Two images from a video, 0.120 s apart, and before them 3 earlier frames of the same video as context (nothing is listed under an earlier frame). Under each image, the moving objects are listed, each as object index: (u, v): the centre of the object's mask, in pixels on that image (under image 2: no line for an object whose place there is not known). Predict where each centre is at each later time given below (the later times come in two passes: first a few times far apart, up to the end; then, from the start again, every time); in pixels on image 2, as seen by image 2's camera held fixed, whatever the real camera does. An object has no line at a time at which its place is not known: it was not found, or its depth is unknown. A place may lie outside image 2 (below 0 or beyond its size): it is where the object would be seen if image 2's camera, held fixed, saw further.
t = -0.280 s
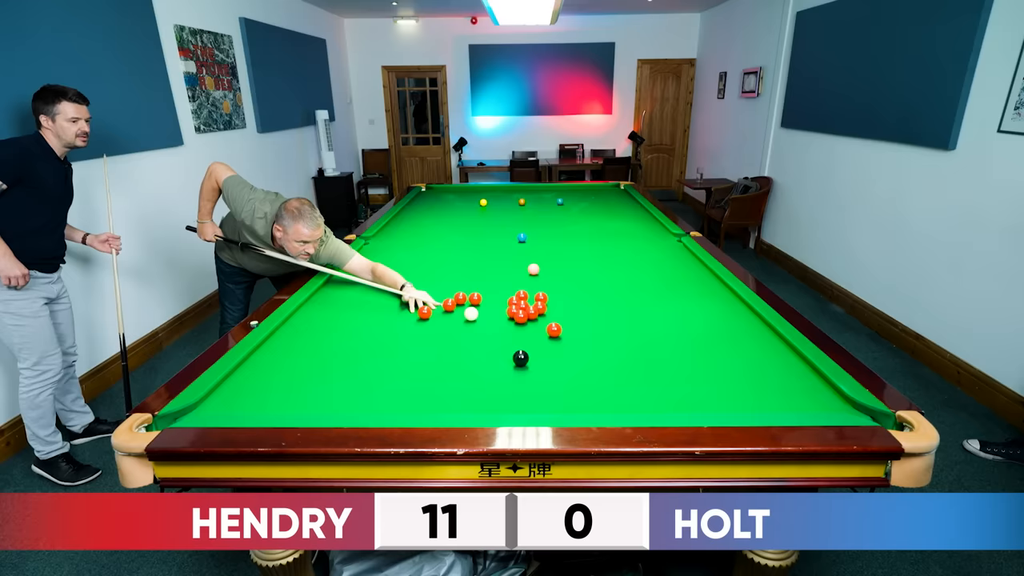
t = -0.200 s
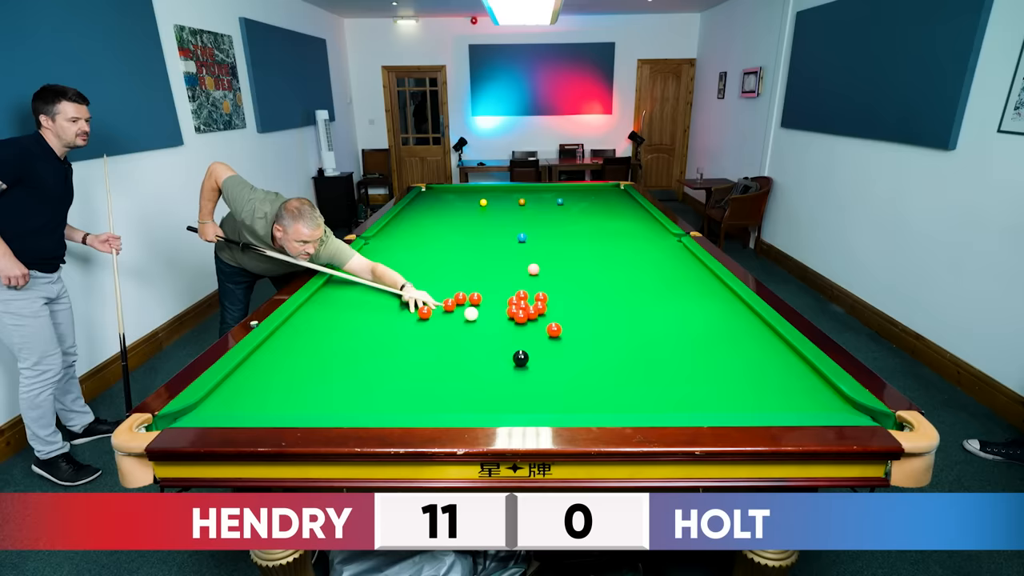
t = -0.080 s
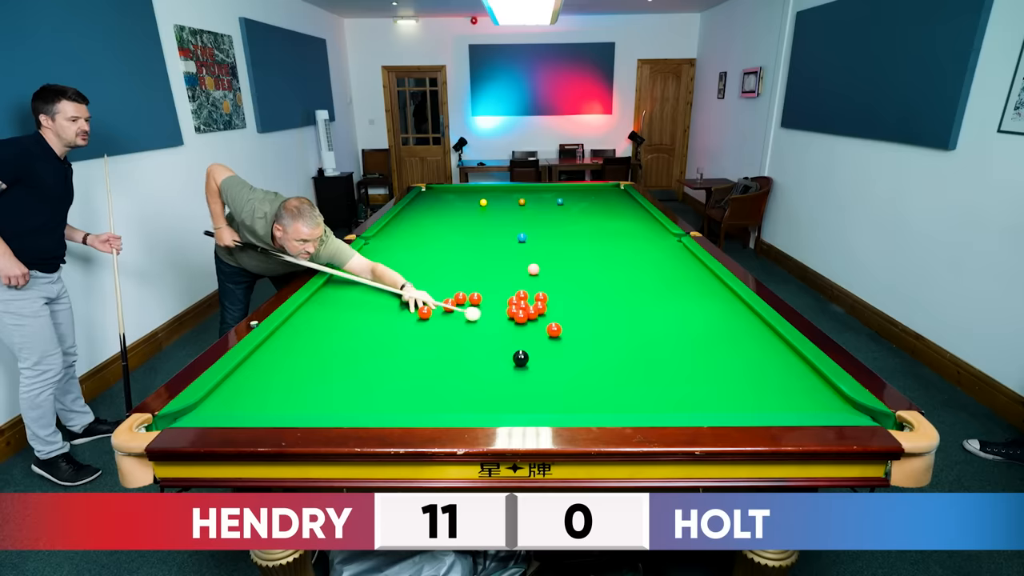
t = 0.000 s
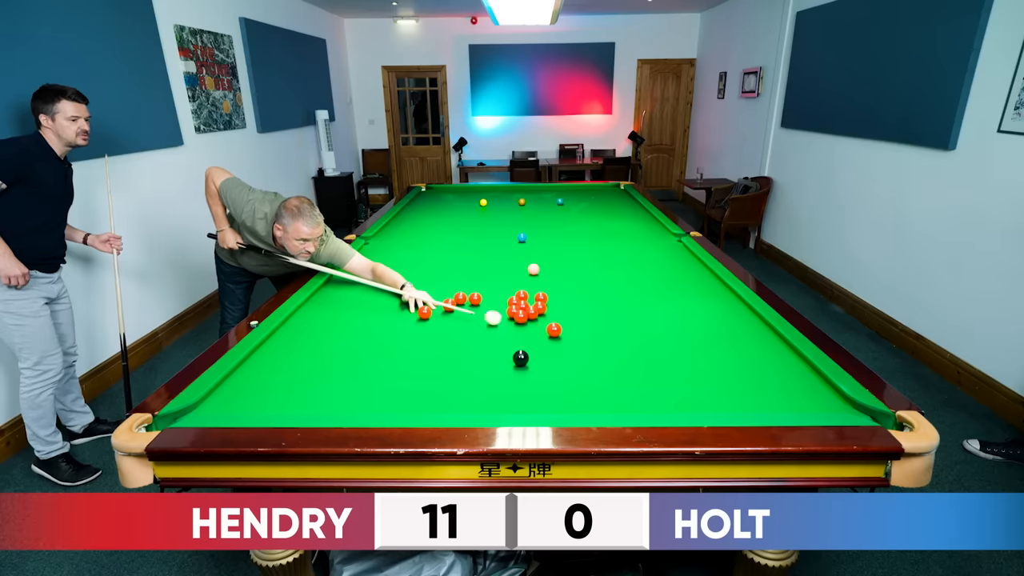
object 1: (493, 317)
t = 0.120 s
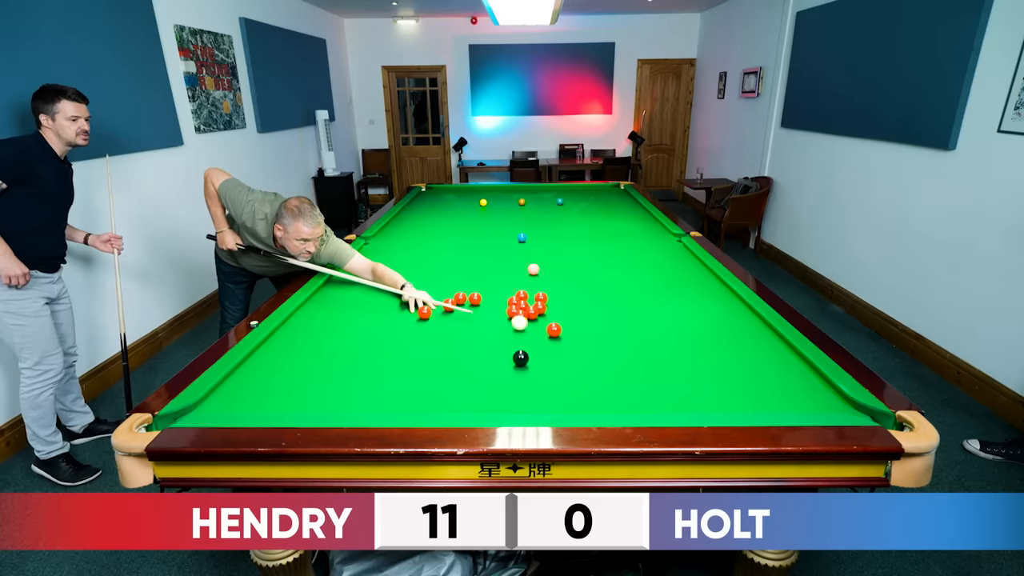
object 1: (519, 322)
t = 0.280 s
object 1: (542, 326)
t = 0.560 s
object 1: (558, 326)
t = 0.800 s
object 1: (571, 326)
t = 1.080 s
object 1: (584, 326)
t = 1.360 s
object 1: (596, 326)
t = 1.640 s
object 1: (605, 326)
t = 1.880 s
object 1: (612, 326)
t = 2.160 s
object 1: (618, 326)
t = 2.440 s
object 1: (623, 326)
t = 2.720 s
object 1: (627, 326)
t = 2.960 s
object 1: (628, 326)
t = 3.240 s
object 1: (627, 326)
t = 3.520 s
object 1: (627, 326)
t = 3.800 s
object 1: (627, 326)
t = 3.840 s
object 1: (627, 326)
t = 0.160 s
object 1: (527, 324)
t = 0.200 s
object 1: (535, 326)
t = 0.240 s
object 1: (541, 327)
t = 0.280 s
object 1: (542, 326)
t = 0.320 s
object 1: (544, 326)
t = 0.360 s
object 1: (547, 326)
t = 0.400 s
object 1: (549, 326)
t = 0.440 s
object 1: (551, 326)
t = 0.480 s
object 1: (554, 326)
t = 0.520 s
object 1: (556, 326)
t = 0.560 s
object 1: (558, 326)
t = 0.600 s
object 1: (560, 326)
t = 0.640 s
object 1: (563, 326)
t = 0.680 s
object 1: (565, 326)
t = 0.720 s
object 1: (567, 326)
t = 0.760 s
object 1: (569, 326)
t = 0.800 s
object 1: (571, 326)
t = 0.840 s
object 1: (573, 326)
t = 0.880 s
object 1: (575, 326)
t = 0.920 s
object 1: (577, 326)
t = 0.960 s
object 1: (579, 326)
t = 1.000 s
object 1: (580, 326)
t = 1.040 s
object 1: (582, 326)
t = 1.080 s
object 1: (584, 326)
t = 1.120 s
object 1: (586, 326)
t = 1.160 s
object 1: (587, 326)
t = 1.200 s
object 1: (589, 326)
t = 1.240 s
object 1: (591, 326)
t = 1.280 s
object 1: (592, 326)
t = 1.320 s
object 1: (594, 326)
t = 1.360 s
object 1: (596, 326)
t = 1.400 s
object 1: (597, 326)
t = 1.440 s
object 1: (598, 326)
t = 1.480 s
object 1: (600, 326)
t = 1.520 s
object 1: (601, 326)
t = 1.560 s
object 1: (602, 326)
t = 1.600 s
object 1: (604, 326)
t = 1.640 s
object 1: (605, 326)
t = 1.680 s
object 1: (606, 326)
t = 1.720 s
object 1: (607, 326)
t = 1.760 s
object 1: (609, 326)
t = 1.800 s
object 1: (610, 326)
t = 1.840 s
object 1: (611, 326)
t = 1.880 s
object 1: (612, 326)
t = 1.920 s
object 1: (613, 326)
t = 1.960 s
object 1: (614, 326)
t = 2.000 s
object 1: (615, 326)
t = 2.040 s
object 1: (616, 326)
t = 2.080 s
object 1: (617, 326)
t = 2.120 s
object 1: (617, 326)
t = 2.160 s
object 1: (618, 326)
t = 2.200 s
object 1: (619, 326)
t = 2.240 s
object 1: (620, 326)
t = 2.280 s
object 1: (620, 326)
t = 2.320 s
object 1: (621, 326)
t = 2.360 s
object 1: (622, 326)
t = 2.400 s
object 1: (623, 326)
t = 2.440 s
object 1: (623, 326)
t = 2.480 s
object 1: (624, 326)
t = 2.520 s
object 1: (624, 326)
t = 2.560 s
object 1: (625, 326)
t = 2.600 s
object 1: (625, 326)
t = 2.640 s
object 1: (626, 326)
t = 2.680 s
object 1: (626, 326)
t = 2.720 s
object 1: (627, 326)
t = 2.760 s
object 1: (627, 326)
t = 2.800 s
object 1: (627, 326)
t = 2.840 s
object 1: (627, 326)
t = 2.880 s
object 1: (627, 326)
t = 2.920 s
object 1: (628, 326)
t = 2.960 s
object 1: (628, 326)
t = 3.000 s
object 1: (628, 326)
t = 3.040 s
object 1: (628, 326)
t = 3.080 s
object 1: (628, 326)
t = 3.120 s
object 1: (628, 326)
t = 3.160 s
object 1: (628, 326)
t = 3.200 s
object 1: (627, 326)
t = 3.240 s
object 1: (627, 326)
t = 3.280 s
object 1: (627, 326)
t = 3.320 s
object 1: (627, 326)
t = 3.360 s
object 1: (627, 326)
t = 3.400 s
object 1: (627, 326)
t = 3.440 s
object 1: (627, 326)
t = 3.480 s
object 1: (627, 326)
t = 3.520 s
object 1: (627, 326)
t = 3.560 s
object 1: (627, 326)
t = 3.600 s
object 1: (627, 326)
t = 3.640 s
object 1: (627, 326)
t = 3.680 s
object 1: (627, 326)
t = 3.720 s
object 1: (627, 326)
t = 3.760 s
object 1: (627, 326)
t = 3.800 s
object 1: (627, 326)
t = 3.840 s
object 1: (627, 326)
